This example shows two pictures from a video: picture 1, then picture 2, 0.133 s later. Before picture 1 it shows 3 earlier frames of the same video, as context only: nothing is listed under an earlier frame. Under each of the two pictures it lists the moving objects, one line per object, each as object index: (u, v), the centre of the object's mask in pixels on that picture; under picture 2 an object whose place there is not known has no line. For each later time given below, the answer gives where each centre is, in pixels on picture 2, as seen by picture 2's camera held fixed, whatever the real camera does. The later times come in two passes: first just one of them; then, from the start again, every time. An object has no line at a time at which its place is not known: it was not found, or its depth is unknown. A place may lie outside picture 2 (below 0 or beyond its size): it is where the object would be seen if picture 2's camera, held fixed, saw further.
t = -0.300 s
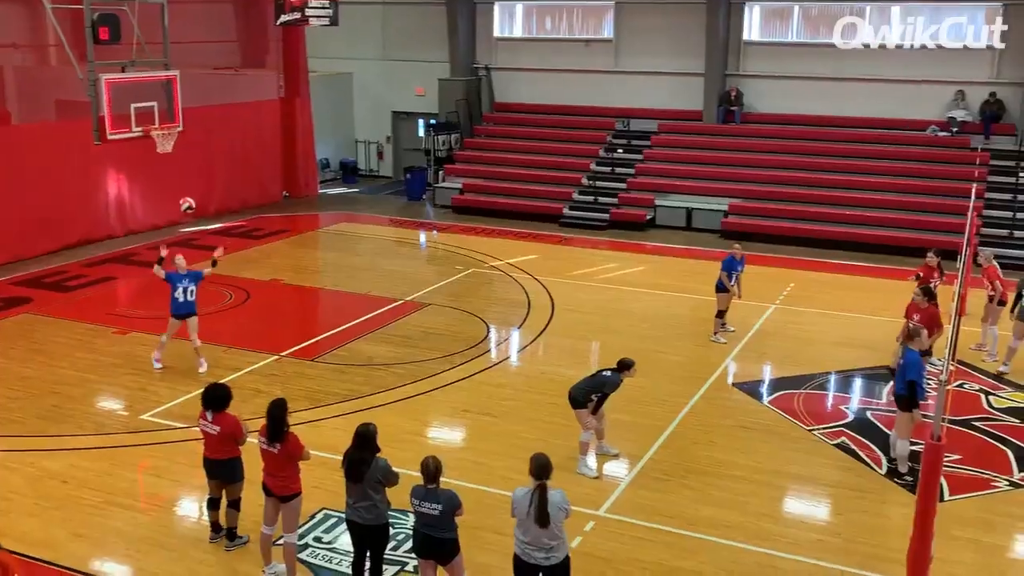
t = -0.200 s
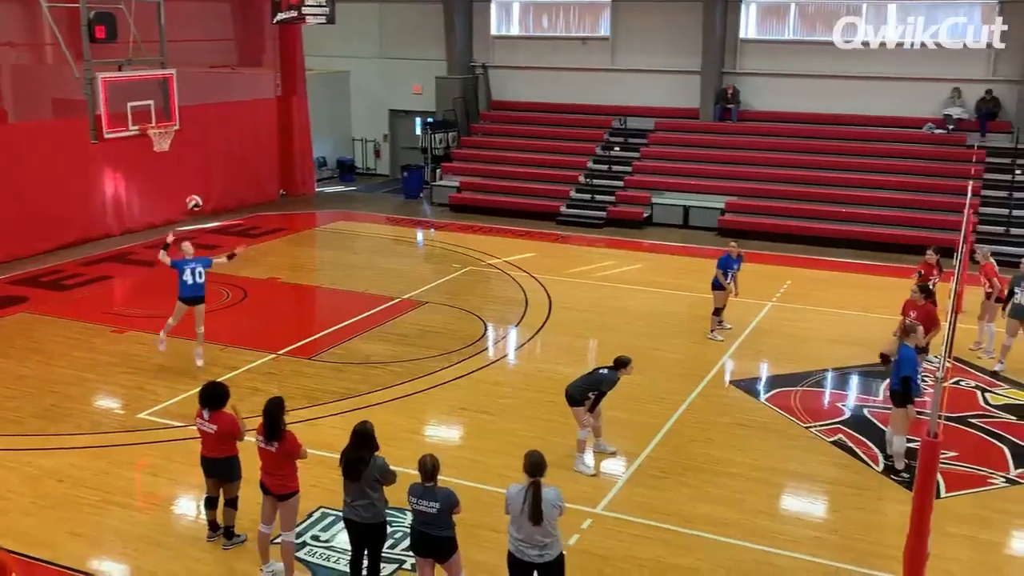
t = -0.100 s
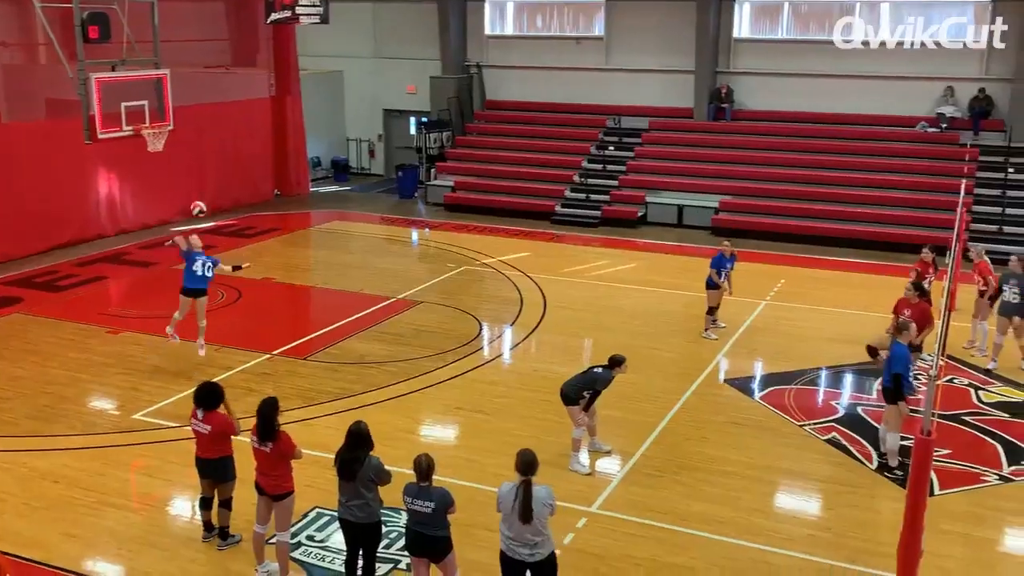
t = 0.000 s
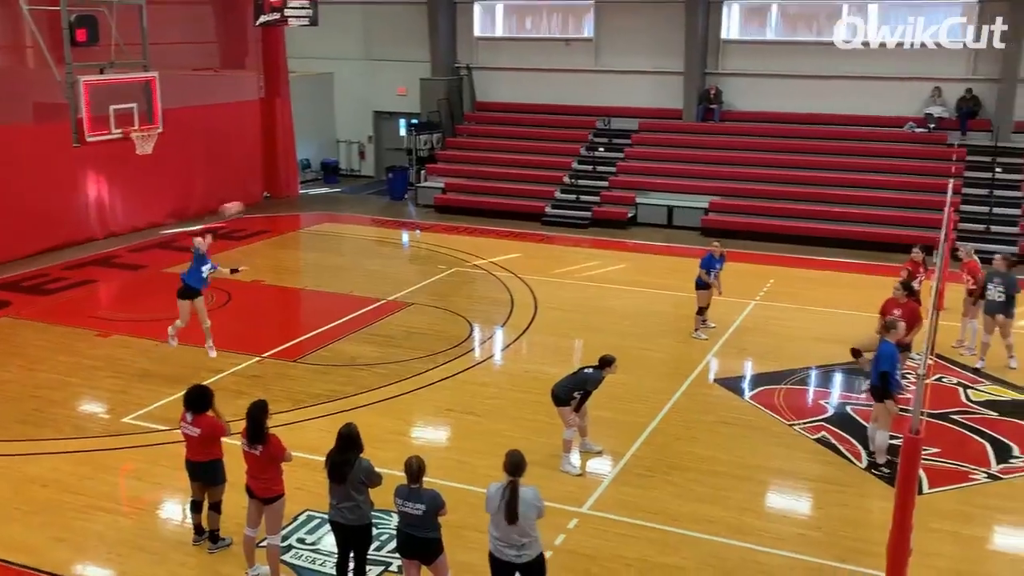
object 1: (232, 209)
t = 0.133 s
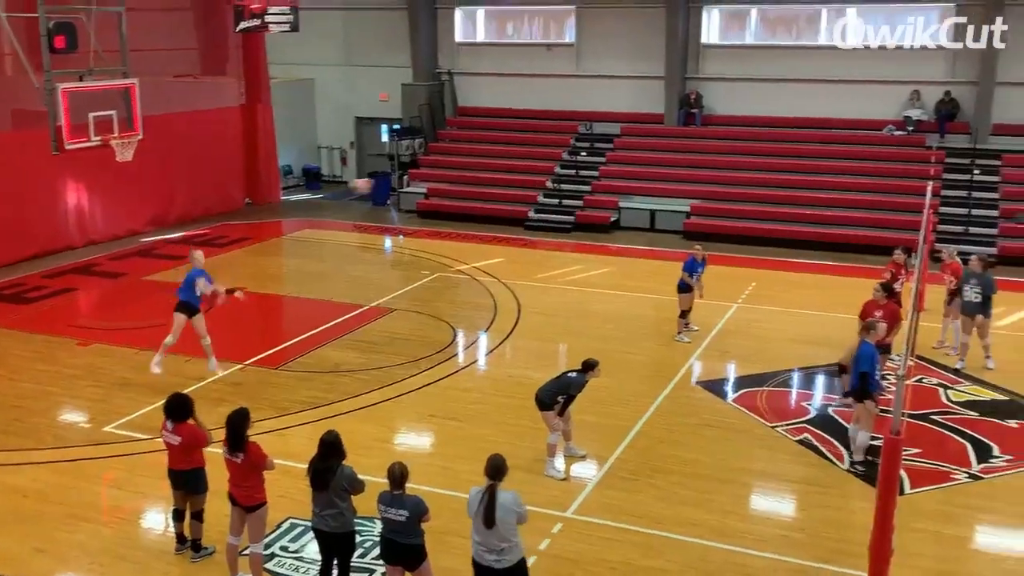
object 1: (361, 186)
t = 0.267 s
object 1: (511, 167)
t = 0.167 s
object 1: (397, 181)
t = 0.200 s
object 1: (436, 175)
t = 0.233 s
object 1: (474, 171)
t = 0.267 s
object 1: (511, 167)
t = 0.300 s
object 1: (548, 165)
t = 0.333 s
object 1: (586, 162)
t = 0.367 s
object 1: (622, 160)
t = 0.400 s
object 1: (659, 160)
